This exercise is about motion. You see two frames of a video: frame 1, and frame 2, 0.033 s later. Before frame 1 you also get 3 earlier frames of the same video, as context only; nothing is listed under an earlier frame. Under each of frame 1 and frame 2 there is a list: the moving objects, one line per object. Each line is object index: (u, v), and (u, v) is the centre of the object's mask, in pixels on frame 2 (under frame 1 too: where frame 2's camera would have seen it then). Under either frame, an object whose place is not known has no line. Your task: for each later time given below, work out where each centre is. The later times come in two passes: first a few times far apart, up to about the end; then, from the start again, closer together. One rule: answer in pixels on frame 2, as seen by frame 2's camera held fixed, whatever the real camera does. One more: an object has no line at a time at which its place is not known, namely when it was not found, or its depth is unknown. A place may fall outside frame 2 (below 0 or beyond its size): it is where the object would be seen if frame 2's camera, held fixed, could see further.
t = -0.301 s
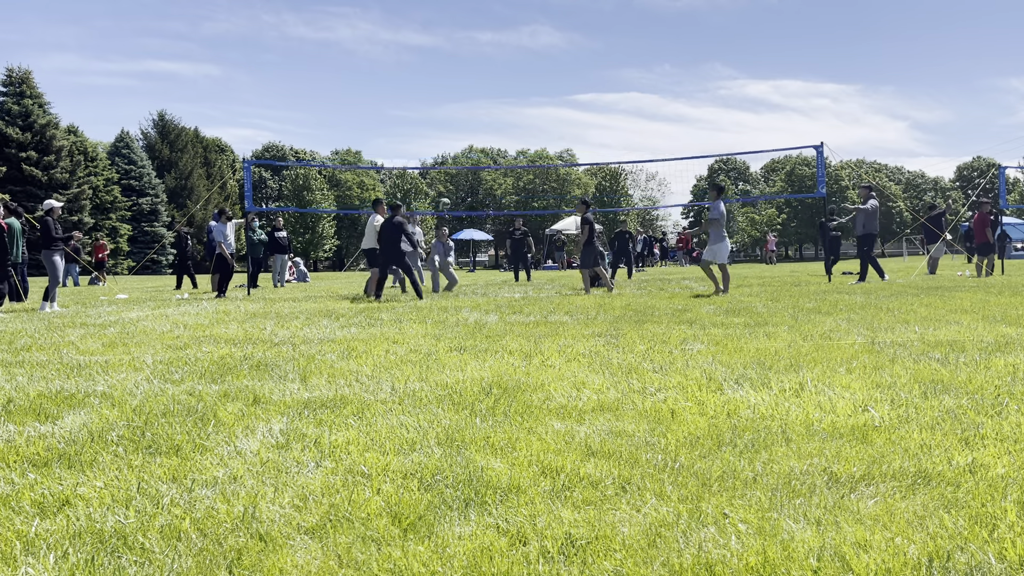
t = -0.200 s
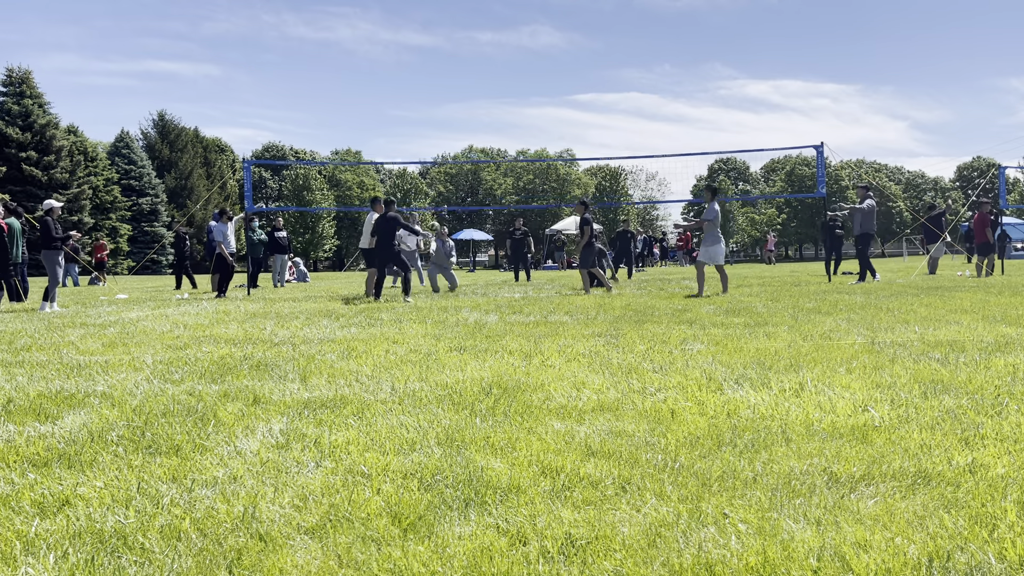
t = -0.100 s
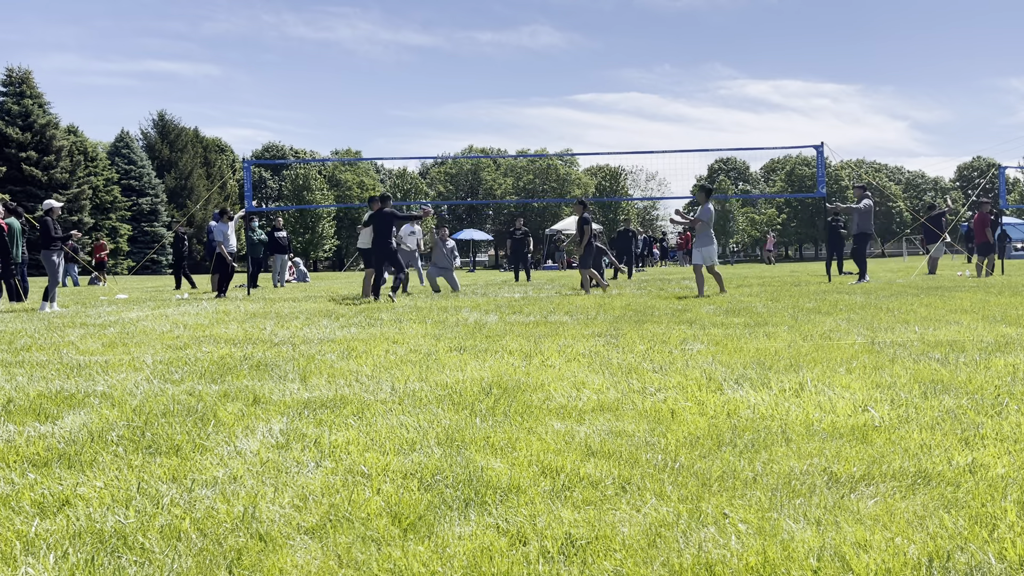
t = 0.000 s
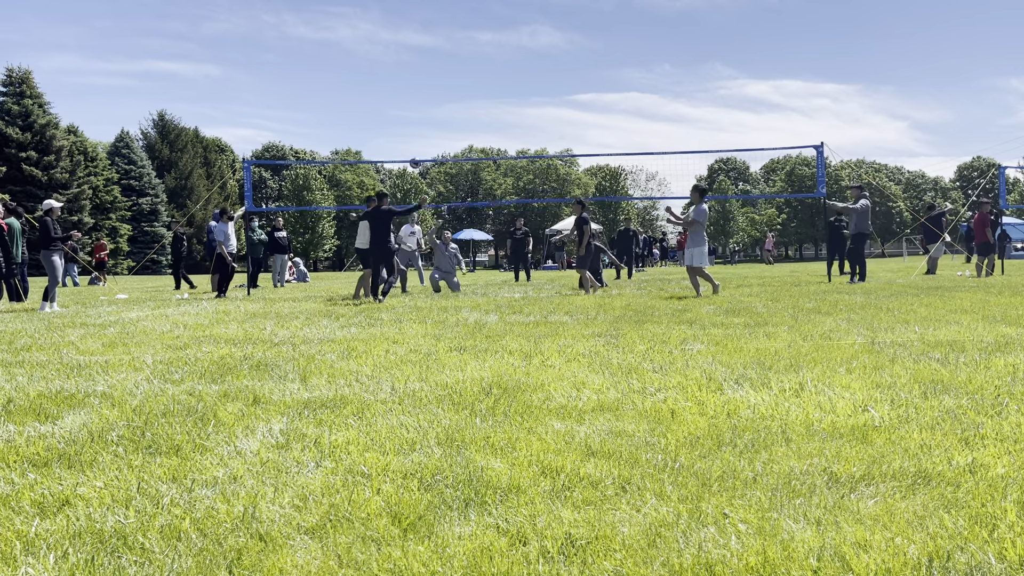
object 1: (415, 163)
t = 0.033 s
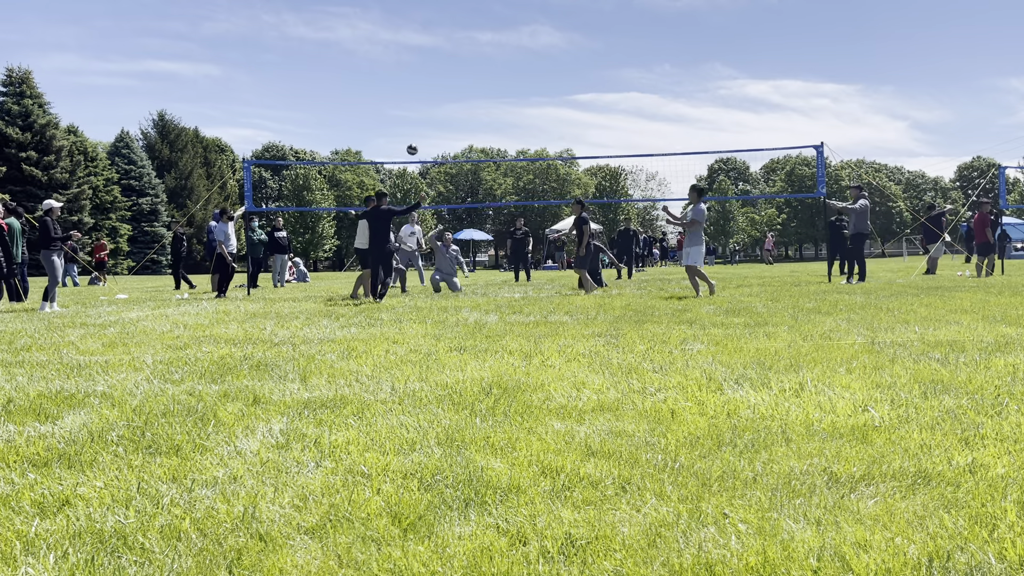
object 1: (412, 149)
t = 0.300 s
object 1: (390, 65)
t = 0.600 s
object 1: (367, 18)
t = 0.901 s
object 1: (346, 23)
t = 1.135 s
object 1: (332, 63)
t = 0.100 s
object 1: (406, 125)
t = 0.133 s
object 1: (403, 113)
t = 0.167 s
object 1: (401, 102)
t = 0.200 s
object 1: (398, 92)
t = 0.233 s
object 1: (396, 82)
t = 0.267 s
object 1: (393, 73)
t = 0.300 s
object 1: (390, 65)
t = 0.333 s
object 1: (387, 57)
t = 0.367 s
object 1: (385, 50)
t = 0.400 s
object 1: (383, 43)
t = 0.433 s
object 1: (380, 37)
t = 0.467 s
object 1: (377, 32)
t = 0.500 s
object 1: (375, 28)
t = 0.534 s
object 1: (372, 24)
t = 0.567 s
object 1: (370, 21)
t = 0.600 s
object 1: (367, 18)
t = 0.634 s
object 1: (365, 16)
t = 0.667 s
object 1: (362, 15)
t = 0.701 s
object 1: (360, 14)
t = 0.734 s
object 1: (358, 14)
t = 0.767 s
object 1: (355, 14)
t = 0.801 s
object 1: (353, 15)
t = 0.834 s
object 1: (351, 17)
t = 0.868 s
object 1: (348, 20)
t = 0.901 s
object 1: (346, 23)
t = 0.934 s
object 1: (344, 27)
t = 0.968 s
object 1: (342, 31)
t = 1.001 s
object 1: (340, 36)
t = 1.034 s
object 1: (338, 42)
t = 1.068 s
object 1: (336, 48)
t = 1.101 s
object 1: (334, 55)
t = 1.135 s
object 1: (332, 63)
